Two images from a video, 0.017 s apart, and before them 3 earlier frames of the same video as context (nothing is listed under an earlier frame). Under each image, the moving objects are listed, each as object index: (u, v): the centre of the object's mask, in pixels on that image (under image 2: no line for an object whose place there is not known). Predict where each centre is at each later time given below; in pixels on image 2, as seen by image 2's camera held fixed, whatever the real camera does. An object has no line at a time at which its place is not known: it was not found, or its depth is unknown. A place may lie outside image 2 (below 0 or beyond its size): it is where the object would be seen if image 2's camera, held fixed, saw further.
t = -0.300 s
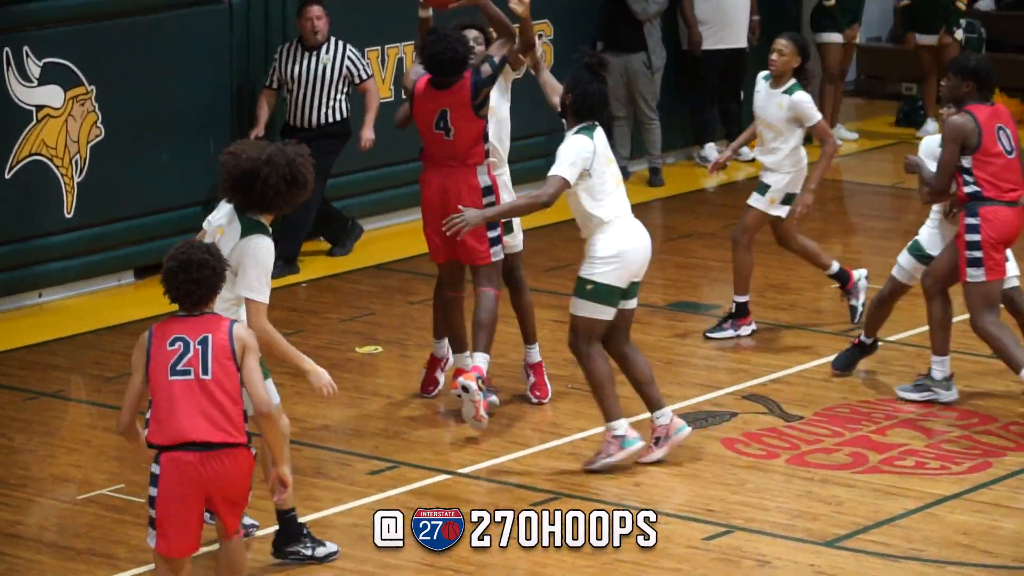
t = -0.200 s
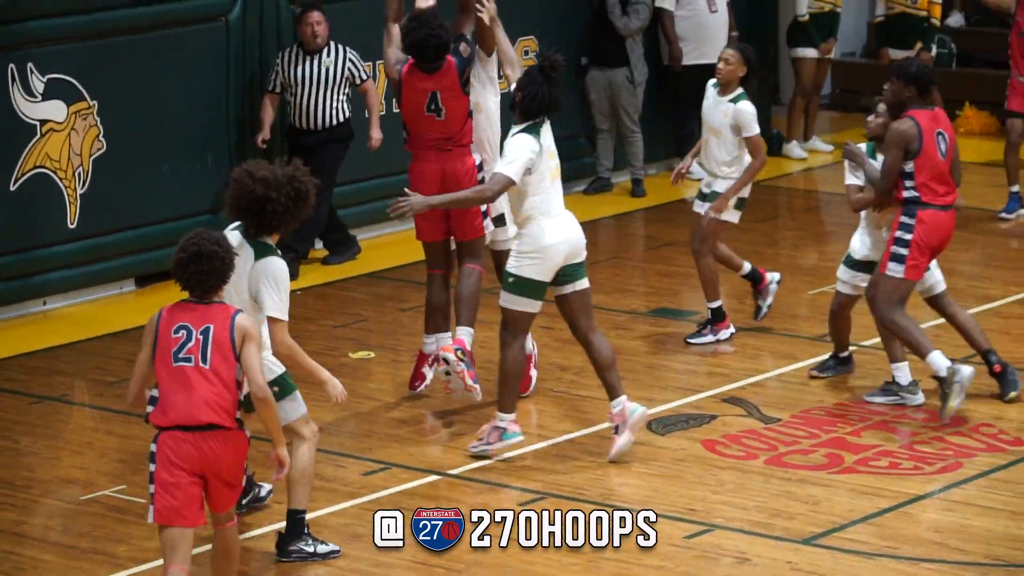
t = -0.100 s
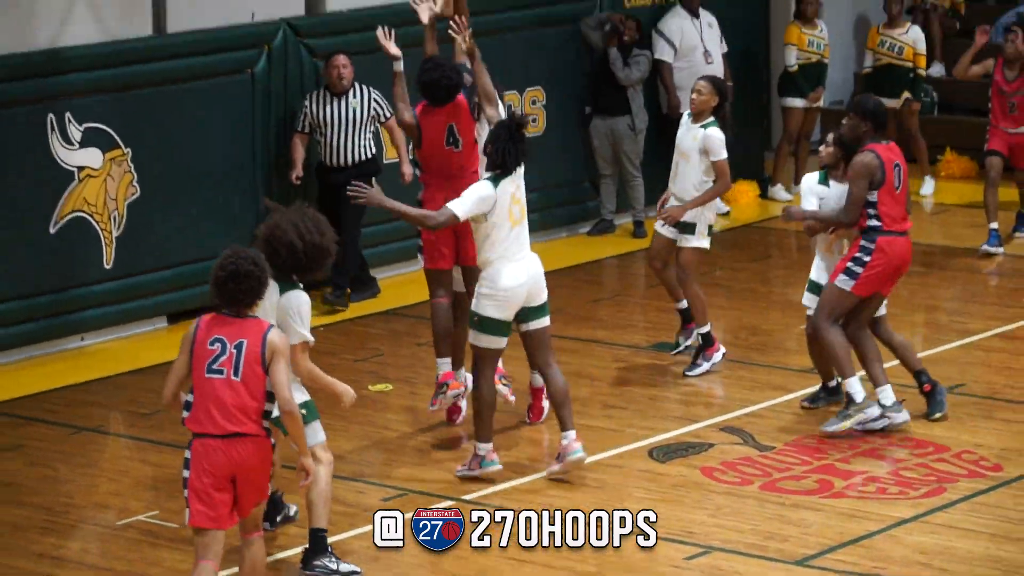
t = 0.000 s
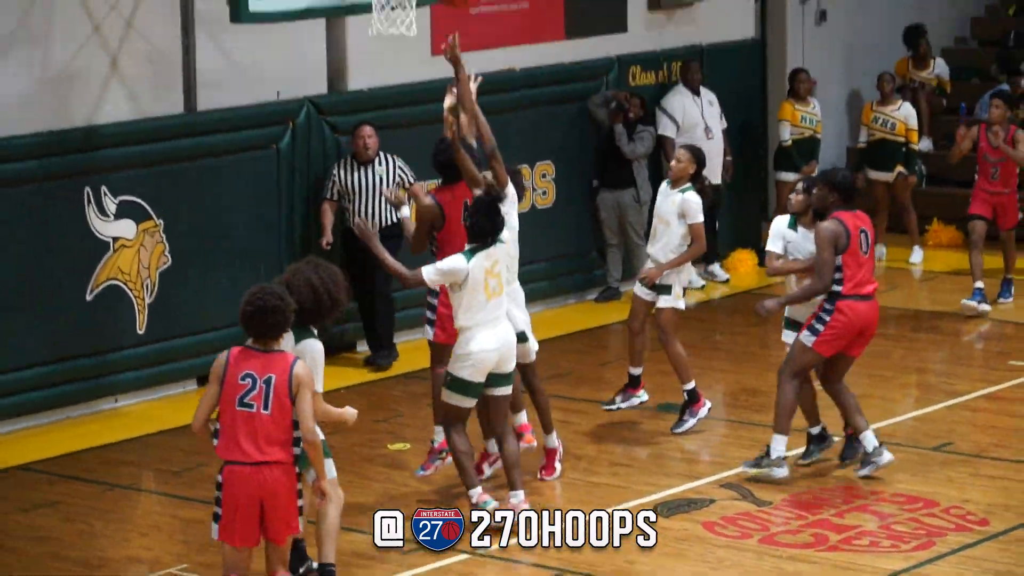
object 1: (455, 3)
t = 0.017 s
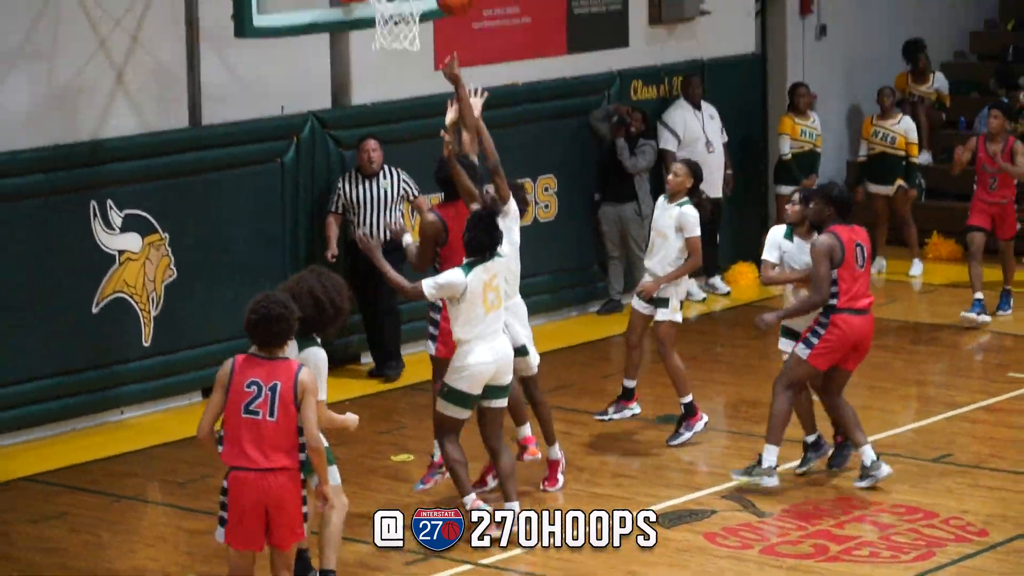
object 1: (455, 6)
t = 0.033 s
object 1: (454, -5)
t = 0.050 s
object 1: (452, -15)
